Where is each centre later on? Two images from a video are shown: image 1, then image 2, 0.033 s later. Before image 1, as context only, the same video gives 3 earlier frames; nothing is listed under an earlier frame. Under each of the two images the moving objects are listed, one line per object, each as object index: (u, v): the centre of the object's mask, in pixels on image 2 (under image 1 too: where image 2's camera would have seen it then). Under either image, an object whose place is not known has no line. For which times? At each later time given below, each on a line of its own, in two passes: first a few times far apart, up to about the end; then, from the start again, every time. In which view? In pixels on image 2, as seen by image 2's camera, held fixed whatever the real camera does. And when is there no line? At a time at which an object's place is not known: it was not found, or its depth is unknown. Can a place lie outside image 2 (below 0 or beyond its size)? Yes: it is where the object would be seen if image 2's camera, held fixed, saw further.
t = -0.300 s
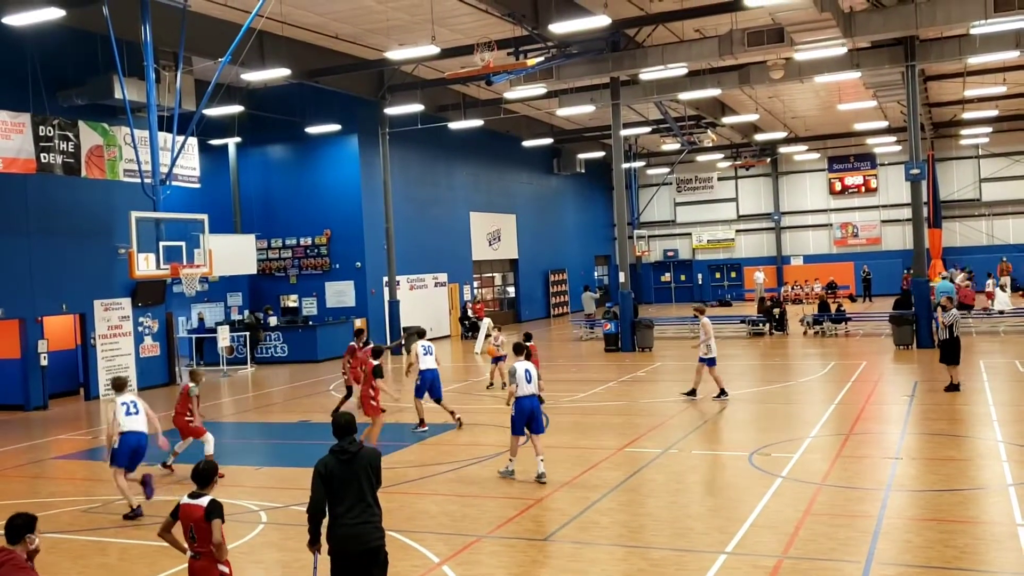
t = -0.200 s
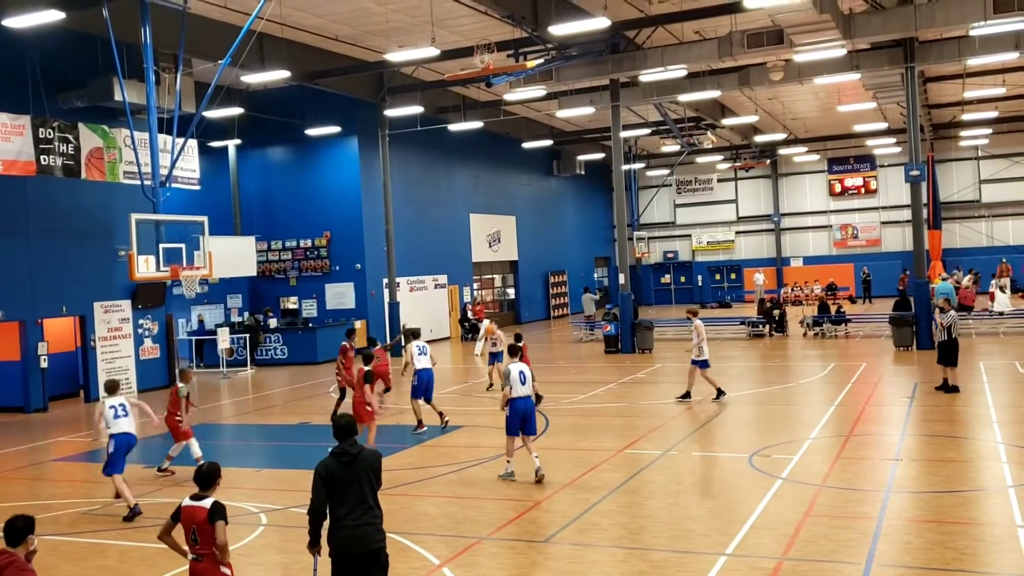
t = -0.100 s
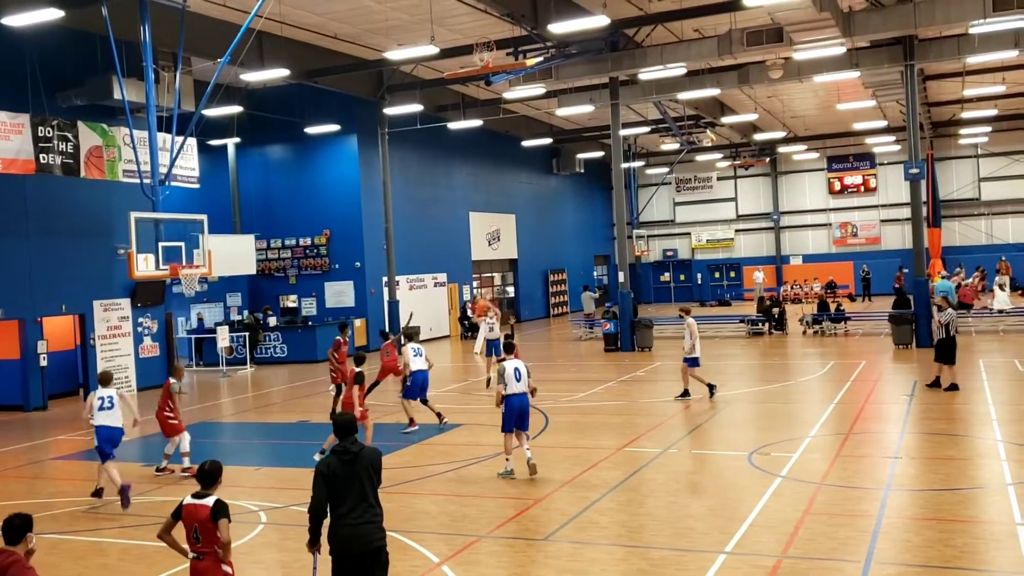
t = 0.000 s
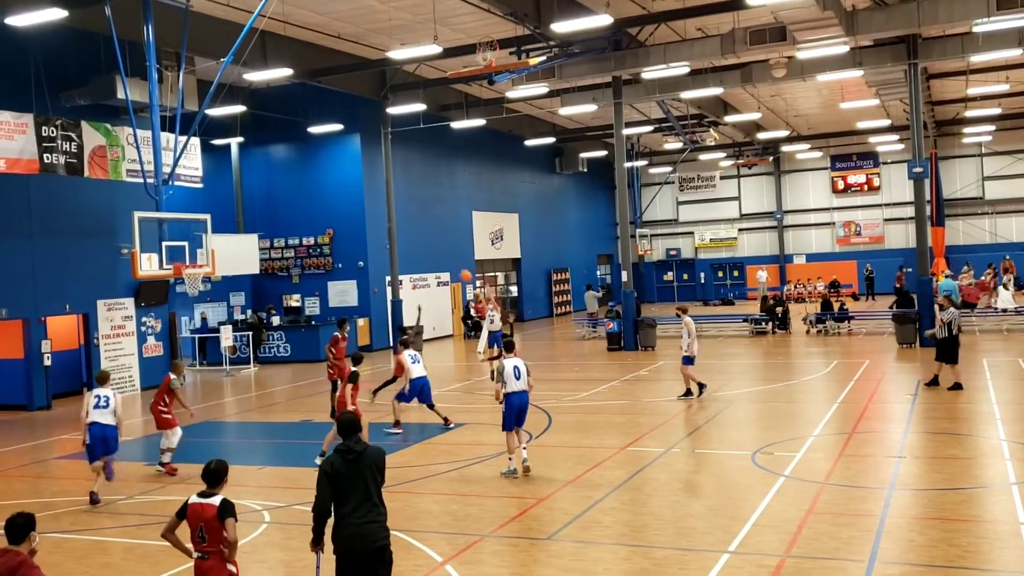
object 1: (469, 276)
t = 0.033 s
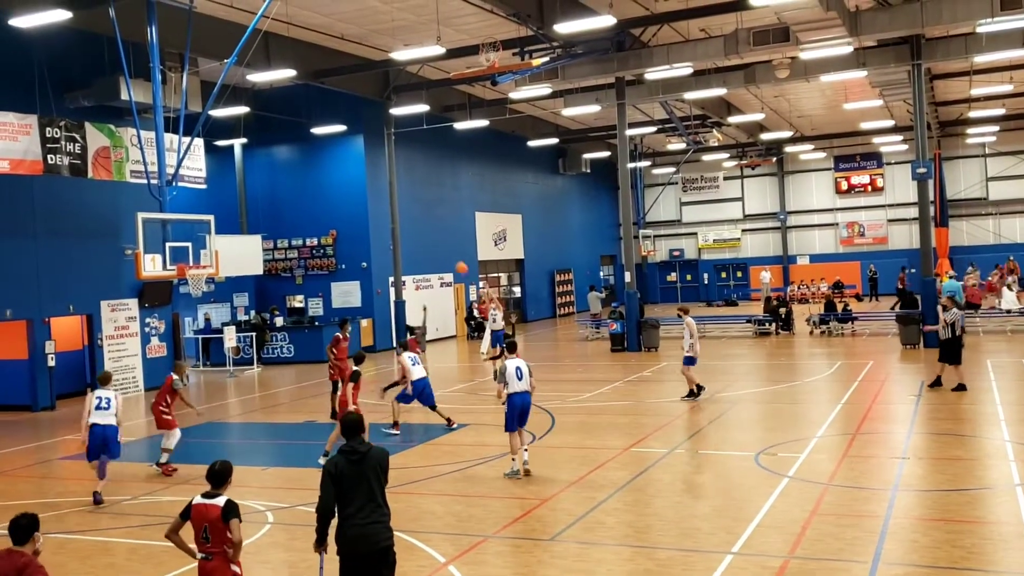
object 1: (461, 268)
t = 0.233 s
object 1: (417, 226)
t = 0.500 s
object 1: (356, 194)
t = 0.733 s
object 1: (300, 193)
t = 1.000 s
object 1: (234, 227)
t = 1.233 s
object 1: (185, 279)
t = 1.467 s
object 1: (189, 303)
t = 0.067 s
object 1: (454, 260)
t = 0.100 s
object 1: (447, 252)
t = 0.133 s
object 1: (439, 245)
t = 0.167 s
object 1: (432, 238)
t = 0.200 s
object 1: (425, 231)
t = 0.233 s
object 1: (417, 226)
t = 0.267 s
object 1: (410, 220)
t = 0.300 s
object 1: (403, 215)
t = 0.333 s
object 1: (395, 210)
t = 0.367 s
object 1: (387, 206)
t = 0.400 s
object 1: (379, 203)
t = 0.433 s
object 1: (371, 199)
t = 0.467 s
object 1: (364, 196)
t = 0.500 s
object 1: (356, 194)
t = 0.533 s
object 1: (348, 193)
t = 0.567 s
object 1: (340, 191)
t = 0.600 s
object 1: (332, 191)
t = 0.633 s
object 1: (324, 191)
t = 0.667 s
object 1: (316, 191)
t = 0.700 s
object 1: (308, 192)
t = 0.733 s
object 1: (300, 193)
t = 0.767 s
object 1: (292, 196)
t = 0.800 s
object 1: (284, 198)
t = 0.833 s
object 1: (275, 202)
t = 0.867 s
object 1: (267, 205)
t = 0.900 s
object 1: (259, 210)
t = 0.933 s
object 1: (250, 215)
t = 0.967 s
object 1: (242, 220)
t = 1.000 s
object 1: (234, 227)
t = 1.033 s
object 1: (225, 233)
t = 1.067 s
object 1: (217, 242)
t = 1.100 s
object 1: (208, 251)
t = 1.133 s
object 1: (200, 259)
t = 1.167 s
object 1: (192, 270)
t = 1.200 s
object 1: (186, 278)
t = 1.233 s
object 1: (185, 279)
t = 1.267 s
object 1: (186, 280)
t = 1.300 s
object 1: (186, 284)
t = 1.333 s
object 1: (187, 286)
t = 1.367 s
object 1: (187, 289)
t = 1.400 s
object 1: (188, 294)
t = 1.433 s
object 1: (189, 298)
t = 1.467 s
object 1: (189, 303)
